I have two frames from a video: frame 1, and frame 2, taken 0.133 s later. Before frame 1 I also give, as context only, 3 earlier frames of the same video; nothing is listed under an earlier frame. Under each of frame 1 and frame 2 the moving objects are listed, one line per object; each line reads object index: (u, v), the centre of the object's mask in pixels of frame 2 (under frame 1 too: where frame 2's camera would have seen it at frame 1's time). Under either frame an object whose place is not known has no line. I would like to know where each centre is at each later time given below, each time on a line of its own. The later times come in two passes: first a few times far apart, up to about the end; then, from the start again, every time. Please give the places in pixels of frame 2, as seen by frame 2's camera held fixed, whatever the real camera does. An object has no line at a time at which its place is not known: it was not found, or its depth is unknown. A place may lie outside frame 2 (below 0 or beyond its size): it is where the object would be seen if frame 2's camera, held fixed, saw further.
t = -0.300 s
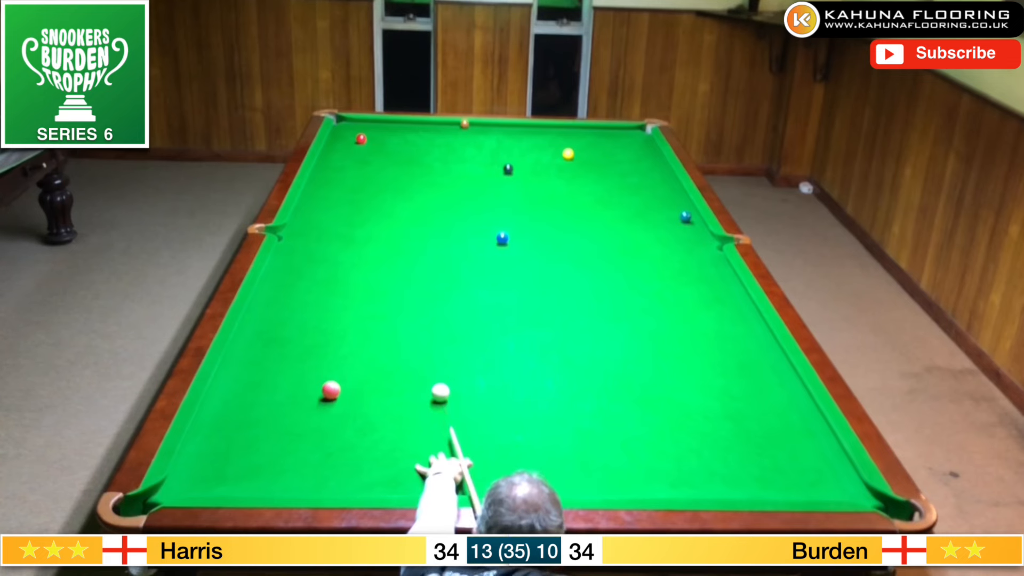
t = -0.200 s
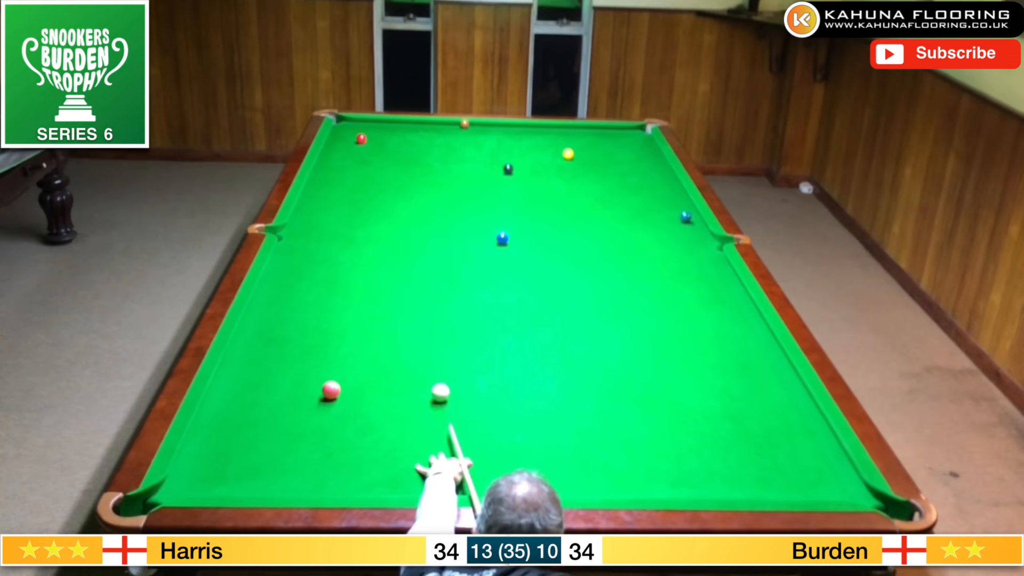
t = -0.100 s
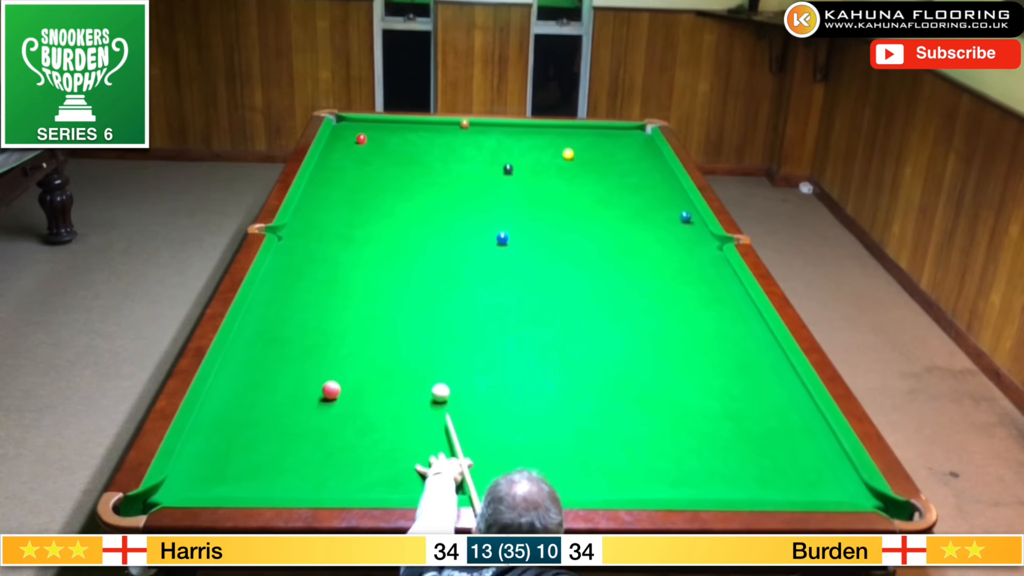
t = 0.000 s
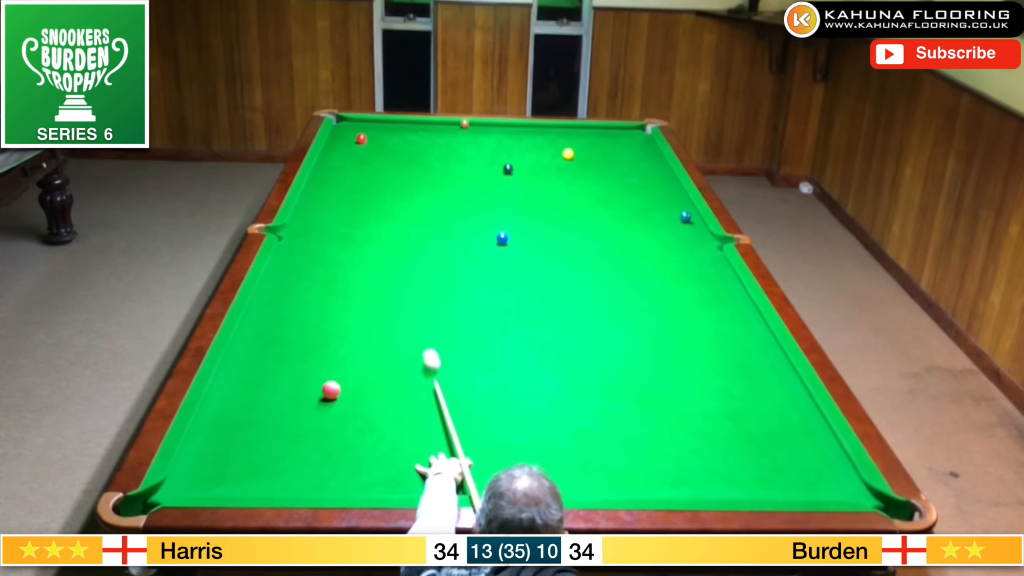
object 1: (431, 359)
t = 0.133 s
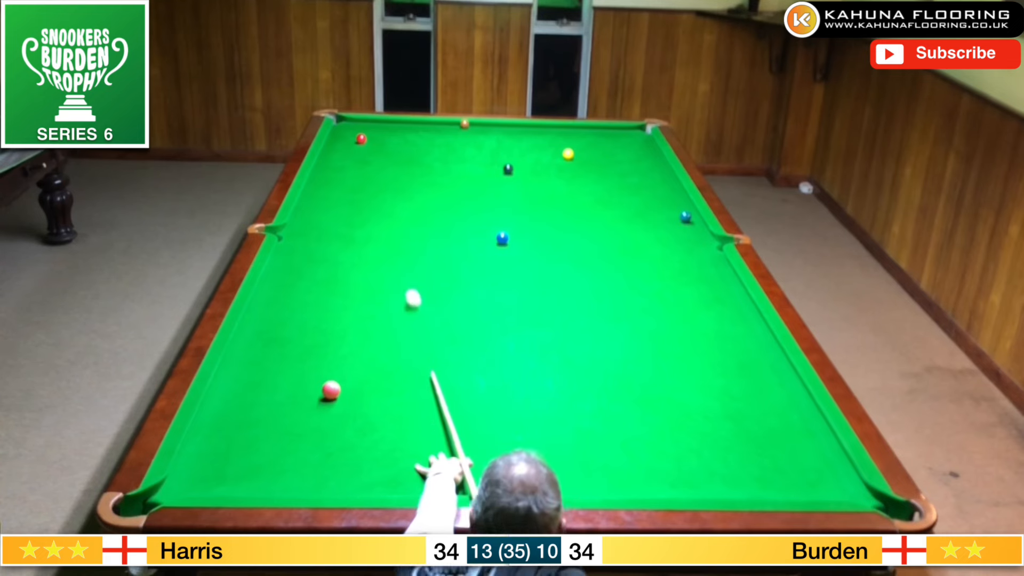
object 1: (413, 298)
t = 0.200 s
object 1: (406, 274)
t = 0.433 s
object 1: (387, 214)
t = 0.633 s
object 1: (376, 178)
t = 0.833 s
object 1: (367, 148)
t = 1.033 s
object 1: (378, 138)
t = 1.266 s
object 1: (394, 129)
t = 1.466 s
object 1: (405, 122)
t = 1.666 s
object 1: (411, 126)
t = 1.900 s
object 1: (416, 131)
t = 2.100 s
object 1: (420, 136)
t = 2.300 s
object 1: (425, 141)
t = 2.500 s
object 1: (429, 145)
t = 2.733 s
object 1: (433, 150)
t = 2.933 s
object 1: (437, 154)
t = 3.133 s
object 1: (440, 158)
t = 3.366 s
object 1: (444, 163)
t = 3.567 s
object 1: (447, 166)
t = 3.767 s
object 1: (450, 170)
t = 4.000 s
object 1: (453, 173)
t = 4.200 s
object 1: (455, 176)
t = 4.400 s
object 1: (457, 178)
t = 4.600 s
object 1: (459, 181)
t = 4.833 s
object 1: (461, 183)
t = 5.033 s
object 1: (462, 185)
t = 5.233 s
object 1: (463, 186)
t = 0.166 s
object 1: (409, 286)
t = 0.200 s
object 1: (406, 274)
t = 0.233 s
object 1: (402, 264)
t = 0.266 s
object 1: (400, 254)
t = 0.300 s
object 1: (396, 245)
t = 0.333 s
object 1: (394, 236)
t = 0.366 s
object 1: (392, 228)
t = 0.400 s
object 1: (389, 221)
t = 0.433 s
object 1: (387, 214)
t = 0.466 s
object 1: (385, 207)
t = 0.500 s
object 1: (383, 201)
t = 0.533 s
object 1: (381, 195)
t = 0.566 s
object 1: (379, 189)
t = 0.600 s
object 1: (378, 183)
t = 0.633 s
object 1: (376, 178)
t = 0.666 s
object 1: (374, 172)
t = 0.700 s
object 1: (373, 167)
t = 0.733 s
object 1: (371, 162)
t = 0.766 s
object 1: (370, 158)
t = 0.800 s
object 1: (368, 153)
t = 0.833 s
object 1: (367, 148)
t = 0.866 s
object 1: (365, 144)
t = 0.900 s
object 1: (365, 141)
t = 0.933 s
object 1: (369, 140)
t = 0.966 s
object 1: (372, 140)
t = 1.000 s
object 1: (375, 139)
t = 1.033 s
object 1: (378, 138)
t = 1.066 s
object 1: (381, 137)
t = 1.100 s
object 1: (383, 136)
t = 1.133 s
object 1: (385, 134)
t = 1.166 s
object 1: (387, 133)
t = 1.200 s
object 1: (390, 132)
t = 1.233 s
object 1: (392, 130)
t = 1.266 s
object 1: (394, 129)
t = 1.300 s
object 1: (396, 128)
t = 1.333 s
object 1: (397, 127)
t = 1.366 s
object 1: (399, 126)
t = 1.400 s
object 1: (401, 124)
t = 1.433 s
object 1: (403, 123)
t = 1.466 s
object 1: (405, 122)
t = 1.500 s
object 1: (407, 121)
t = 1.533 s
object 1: (408, 122)
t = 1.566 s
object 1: (408, 123)
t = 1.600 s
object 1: (409, 124)
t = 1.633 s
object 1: (410, 125)
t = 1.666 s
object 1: (411, 126)
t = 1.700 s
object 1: (411, 126)
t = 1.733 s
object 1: (412, 127)
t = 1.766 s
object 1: (413, 128)
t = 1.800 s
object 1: (414, 129)
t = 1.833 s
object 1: (414, 130)
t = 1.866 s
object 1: (415, 130)
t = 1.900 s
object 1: (416, 131)
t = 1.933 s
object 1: (417, 132)
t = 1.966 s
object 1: (417, 133)
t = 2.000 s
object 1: (418, 134)
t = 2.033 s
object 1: (419, 134)
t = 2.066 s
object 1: (420, 135)
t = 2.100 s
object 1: (420, 136)
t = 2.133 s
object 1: (421, 137)
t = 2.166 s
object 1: (422, 138)
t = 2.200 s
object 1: (422, 138)
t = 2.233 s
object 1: (423, 139)
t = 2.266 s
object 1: (424, 140)
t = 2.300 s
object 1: (425, 141)
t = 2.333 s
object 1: (425, 141)
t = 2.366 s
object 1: (426, 142)
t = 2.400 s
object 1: (427, 143)
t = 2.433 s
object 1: (427, 144)
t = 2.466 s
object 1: (428, 144)
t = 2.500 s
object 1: (429, 145)
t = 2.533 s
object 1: (429, 146)
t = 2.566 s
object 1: (430, 147)
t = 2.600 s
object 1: (430, 148)
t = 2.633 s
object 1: (431, 148)
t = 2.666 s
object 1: (432, 149)
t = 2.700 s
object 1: (432, 150)
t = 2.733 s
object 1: (433, 150)
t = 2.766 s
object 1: (434, 151)
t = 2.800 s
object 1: (434, 152)
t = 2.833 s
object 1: (435, 153)
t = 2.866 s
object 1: (435, 153)
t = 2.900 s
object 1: (436, 154)
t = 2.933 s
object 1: (437, 154)
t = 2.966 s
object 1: (437, 155)
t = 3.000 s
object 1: (438, 156)
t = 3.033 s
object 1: (438, 157)
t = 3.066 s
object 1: (439, 157)
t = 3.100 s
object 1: (439, 158)
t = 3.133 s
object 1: (440, 158)
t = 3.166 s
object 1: (440, 159)
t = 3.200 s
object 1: (441, 160)
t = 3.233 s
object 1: (442, 160)
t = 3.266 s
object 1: (442, 161)
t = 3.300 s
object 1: (443, 162)
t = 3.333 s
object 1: (443, 162)
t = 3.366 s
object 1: (444, 163)
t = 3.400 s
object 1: (444, 163)
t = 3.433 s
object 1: (445, 164)
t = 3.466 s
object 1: (446, 165)
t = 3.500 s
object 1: (446, 165)
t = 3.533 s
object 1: (447, 166)
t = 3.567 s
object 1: (447, 166)
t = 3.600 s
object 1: (447, 167)
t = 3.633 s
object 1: (448, 167)
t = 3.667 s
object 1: (448, 168)
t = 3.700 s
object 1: (449, 169)
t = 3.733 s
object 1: (449, 169)
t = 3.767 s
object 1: (450, 170)
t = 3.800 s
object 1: (450, 170)
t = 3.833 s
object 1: (451, 171)
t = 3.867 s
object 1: (451, 171)
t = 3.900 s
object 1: (452, 172)
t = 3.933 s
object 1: (452, 172)
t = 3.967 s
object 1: (453, 173)
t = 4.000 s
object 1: (453, 173)
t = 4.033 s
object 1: (453, 174)
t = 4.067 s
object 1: (454, 174)
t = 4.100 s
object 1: (454, 175)
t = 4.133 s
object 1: (454, 175)
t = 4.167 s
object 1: (455, 176)
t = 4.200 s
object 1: (455, 176)
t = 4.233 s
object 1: (456, 176)
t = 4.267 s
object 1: (456, 177)
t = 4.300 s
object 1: (456, 177)
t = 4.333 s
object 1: (457, 178)
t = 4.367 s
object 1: (457, 178)
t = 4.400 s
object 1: (457, 178)
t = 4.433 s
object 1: (458, 179)
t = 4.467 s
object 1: (458, 179)
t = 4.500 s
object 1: (458, 180)
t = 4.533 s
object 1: (459, 180)
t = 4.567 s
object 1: (459, 180)
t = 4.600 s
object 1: (459, 181)
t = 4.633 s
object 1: (460, 181)
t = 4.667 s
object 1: (460, 181)
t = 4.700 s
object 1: (460, 182)
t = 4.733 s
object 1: (460, 182)
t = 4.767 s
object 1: (460, 182)
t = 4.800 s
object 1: (461, 183)
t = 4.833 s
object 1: (461, 183)
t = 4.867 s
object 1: (461, 183)
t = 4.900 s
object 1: (461, 184)
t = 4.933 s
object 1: (461, 184)
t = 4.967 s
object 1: (462, 184)
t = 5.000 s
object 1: (462, 184)
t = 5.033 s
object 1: (462, 185)
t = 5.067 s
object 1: (462, 185)
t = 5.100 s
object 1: (462, 185)
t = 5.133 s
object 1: (462, 185)
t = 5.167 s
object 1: (462, 185)
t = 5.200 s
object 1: (463, 186)
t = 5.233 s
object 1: (463, 186)
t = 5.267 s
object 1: (463, 186)
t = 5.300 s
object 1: (463, 186)
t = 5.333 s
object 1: (463, 187)
